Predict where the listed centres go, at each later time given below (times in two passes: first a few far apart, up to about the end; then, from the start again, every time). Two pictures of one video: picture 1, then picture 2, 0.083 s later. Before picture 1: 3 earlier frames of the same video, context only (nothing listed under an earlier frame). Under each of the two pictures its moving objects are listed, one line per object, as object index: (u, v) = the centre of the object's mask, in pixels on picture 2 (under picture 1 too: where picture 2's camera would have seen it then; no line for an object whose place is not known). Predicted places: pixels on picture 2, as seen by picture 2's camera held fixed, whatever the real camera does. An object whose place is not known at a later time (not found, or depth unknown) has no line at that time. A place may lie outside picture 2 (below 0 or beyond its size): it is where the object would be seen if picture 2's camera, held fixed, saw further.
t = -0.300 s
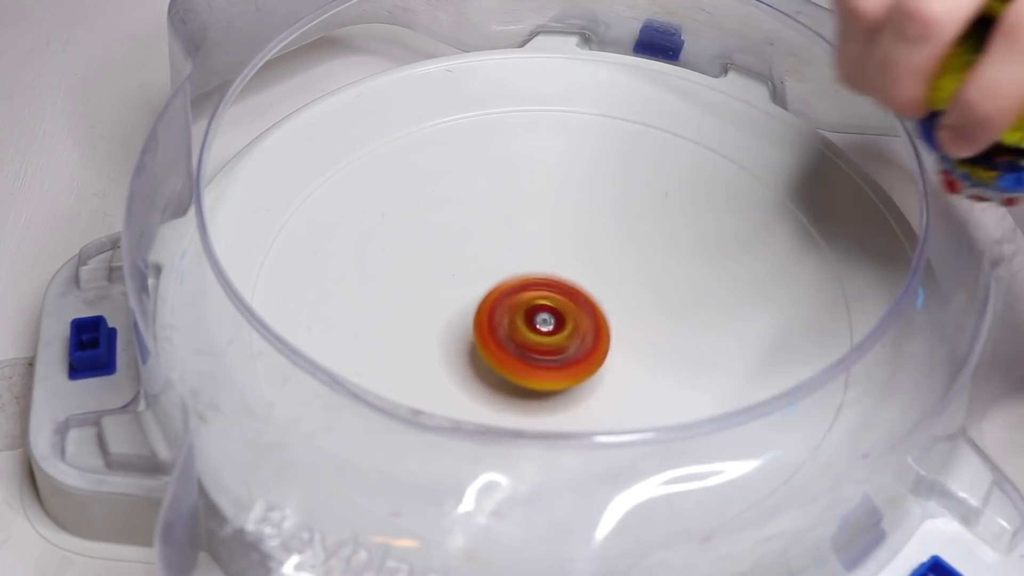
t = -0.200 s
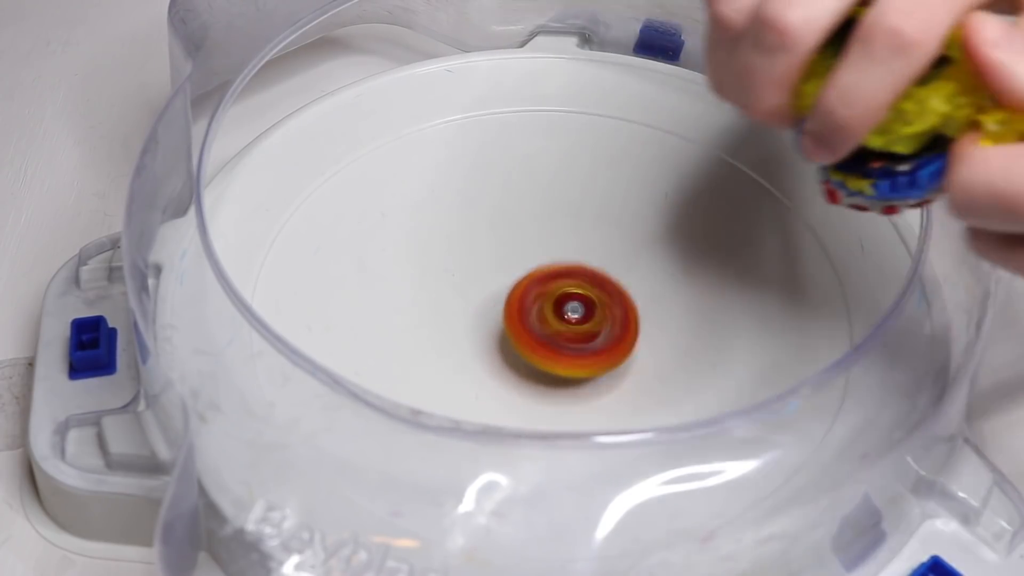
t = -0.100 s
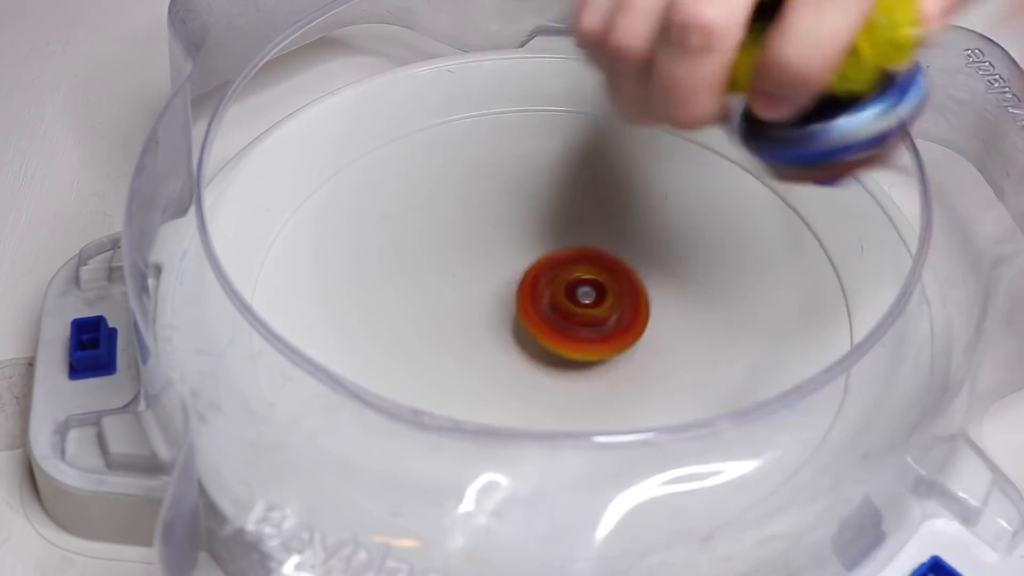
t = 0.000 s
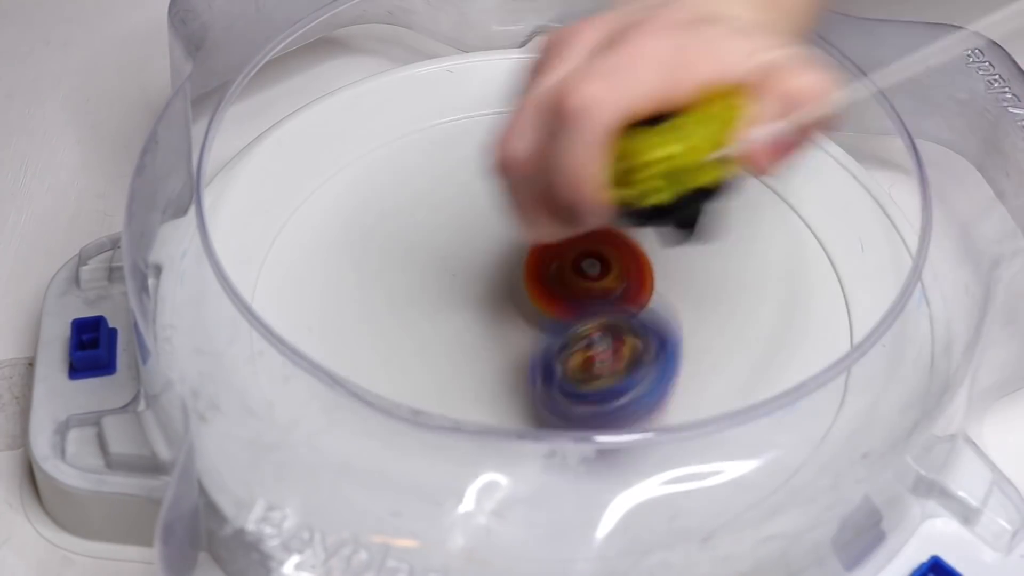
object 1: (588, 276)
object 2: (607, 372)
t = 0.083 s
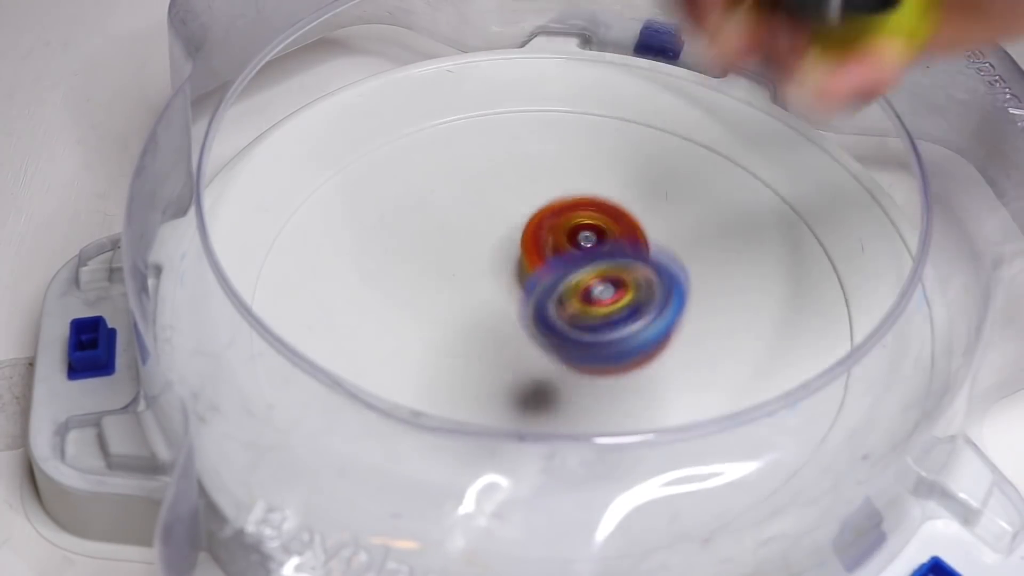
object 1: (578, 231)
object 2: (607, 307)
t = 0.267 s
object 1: (543, 222)
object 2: (565, 393)
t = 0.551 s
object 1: (637, 169)
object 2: (440, 368)
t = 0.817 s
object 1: (672, 211)
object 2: (417, 368)
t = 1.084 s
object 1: (766, 283)
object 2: (335, 315)
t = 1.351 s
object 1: (706, 285)
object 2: (412, 303)
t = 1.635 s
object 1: (741, 278)
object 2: (409, 309)
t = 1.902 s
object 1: (610, 302)
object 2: (422, 336)
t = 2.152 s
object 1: (583, 359)
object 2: (400, 308)
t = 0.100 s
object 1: (574, 225)
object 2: (607, 297)
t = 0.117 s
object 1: (570, 218)
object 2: (605, 291)
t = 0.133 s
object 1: (570, 214)
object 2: (602, 289)
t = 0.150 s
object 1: (567, 214)
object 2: (597, 293)
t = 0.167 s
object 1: (565, 215)
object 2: (592, 300)
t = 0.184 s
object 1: (564, 221)
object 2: (589, 318)
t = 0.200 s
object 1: (561, 226)
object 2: (584, 337)
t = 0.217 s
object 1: (557, 223)
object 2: (577, 363)
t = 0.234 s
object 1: (552, 223)
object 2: (572, 384)
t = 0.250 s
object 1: (547, 222)
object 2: (593, 424)
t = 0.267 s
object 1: (543, 222)
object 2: (565, 393)
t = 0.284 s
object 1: (539, 222)
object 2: (561, 375)
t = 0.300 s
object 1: (536, 224)
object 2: (558, 352)
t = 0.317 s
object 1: (534, 225)
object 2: (555, 331)
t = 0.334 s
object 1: (530, 223)
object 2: (550, 317)
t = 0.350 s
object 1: (527, 223)
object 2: (546, 306)
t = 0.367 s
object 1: (524, 221)
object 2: (542, 300)
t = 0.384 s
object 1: (522, 223)
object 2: (538, 301)
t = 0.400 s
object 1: (521, 225)
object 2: (534, 306)
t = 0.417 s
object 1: (524, 233)
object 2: (529, 318)
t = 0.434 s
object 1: (529, 240)
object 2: (520, 337)
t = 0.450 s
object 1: (547, 229)
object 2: (503, 355)
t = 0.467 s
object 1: (563, 213)
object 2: (486, 359)
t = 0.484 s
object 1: (579, 201)
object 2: (472, 361)
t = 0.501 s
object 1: (593, 195)
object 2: (457, 365)
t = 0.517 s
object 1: (608, 184)
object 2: (445, 371)
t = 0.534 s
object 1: (623, 175)
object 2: (434, 372)
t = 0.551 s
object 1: (637, 169)
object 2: (440, 368)
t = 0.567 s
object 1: (649, 161)
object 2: (417, 381)
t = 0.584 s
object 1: (660, 157)
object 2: (388, 391)
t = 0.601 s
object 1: (670, 152)
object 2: (379, 396)
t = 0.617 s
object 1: (680, 148)
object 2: (365, 412)
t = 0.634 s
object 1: (687, 149)
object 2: (354, 411)
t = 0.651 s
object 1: (693, 149)
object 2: (351, 409)
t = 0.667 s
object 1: (698, 148)
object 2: (351, 411)
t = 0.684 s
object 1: (702, 150)
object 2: (348, 419)
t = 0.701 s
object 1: (703, 153)
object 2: (351, 413)
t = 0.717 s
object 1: (704, 158)
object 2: (352, 408)
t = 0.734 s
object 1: (701, 161)
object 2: (355, 409)
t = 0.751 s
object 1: (698, 170)
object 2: (369, 394)
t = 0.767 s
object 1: (694, 182)
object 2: (369, 414)
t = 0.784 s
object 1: (687, 188)
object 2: (384, 400)
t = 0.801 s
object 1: (680, 198)
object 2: (425, 375)
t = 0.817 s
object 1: (672, 211)
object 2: (417, 368)
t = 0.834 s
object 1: (662, 223)
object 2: (425, 365)
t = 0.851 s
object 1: (652, 235)
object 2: (434, 365)
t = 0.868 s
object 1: (642, 245)
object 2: (445, 368)
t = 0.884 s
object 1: (630, 257)
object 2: (459, 374)
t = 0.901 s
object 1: (618, 269)
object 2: (467, 366)
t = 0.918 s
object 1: (604, 280)
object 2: (482, 353)
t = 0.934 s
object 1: (597, 288)
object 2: (495, 343)
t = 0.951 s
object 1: (606, 293)
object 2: (478, 339)
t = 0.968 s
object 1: (631, 286)
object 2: (454, 338)
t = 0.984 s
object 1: (655, 283)
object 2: (430, 343)
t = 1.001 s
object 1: (679, 284)
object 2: (409, 346)
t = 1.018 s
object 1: (702, 289)
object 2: (394, 335)
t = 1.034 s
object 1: (720, 285)
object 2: (376, 325)
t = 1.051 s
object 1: (738, 284)
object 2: (361, 318)
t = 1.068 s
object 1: (753, 285)
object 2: (346, 315)
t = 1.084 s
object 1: (766, 283)
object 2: (335, 315)
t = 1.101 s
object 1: (777, 283)
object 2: (327, 315)
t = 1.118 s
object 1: (786, 283)
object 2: (319, 307)
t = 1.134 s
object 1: (793, 283)
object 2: (312, 302)
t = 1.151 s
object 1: (797, 283)
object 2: (308, 301)
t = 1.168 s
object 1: (798, 284)
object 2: (305, 298)
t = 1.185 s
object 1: (798, 284)
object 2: (305, 295)
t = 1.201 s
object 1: (795, 285)
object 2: (307, 295)
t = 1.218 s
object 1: (791, 286)
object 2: (310, 297)
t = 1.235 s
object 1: (784, 285)
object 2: (316, 299)
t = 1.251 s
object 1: (776, 285)
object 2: (325, 300)
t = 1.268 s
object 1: (766, 286)
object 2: (335, 302)
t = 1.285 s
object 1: (755, 286)
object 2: (347, 304)
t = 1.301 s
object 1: (744, 287)
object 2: (362, 304)
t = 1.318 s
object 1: (732, 286)
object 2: (379, 305)
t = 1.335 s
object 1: (719, 287)
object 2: (394, 305)
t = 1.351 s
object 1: (706, 285)
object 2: (412, 303)
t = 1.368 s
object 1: (692, 286)
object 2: (431, 304)
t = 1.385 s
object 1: (678, 287)
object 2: (450, 309)
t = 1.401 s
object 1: (663, 287)
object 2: (469, 308)
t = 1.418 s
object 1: (649, 286)
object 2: (488, 307)
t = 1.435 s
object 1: (634, 288)
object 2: (505, 310)
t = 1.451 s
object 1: (646, 286)
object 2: (500, 308)
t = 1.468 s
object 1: (663, 283)
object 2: (491, 307)
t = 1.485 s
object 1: (679, 282)
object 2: (501, 307)
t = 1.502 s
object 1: (693, 281)
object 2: (490, 307)
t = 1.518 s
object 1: (704, 280)
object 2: (465, 306)
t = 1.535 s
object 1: (714, 279)
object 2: (453, 304)
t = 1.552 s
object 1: (723, 278)
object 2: (445, 306)
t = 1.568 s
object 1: (729, 278)
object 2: (436, 307)
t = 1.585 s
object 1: (734, 277)
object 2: (428, 307)
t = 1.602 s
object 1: (738, 278)
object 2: (421, 307)
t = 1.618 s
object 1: (741, 277)
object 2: (415, 308)
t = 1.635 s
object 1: (741, 278)
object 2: (409, 309)
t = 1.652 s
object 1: (741, 278)
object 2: (404, 310)
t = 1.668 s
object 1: (738, 281)
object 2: (400, 311)
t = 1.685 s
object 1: (735, 281)
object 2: (396, 311)
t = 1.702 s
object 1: (730, 284)
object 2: (394, 315)
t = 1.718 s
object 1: (724, 285)
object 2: (392, 313)
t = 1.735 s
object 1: (716, 288)
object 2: (390, 315)
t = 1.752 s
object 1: (707, 288)
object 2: (390, 320)
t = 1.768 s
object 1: (698, 292)
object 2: (391, 319)
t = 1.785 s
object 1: (688, 292)
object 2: (393, 318)
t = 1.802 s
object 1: (677, 295)
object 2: (395, 322)
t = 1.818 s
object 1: (667, 294)
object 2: (398, 329)
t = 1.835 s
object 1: (656, 295)
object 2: (401, 329)
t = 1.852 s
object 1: (644, 297)
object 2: (406, 331)
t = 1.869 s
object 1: (632, 298)
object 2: (411, 333)
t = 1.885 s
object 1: (621, 300)
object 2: (416, 333)
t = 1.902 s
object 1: (610, 302)
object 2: (422, 336)
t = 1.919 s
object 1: (599, 303)
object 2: (429, 337)
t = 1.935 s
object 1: (588, 304)
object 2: (436, 336)
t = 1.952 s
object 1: (578, 308)
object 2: (443, 336)
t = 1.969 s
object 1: (579, 312)
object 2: (439, 336)
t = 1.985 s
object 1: (582, 314)
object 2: (433, 333)
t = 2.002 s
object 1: (586, 320)
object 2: (427, 333)
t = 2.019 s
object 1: (588, 325)
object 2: (422, 328)
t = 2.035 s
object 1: (588, 330)
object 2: (417, 324)
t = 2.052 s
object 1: (589, 334)
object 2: (413, 325)
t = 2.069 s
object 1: (588, 340)
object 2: (409, 321)
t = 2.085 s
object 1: (588, 343)
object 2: (407, 320)
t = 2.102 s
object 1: (587, 349)
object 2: (404, 316)
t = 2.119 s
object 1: (586, 353)
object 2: (403, 315)
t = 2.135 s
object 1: (585, 356)
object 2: (401, 311)
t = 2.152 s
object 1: (583, 359)
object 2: (400, 308)
